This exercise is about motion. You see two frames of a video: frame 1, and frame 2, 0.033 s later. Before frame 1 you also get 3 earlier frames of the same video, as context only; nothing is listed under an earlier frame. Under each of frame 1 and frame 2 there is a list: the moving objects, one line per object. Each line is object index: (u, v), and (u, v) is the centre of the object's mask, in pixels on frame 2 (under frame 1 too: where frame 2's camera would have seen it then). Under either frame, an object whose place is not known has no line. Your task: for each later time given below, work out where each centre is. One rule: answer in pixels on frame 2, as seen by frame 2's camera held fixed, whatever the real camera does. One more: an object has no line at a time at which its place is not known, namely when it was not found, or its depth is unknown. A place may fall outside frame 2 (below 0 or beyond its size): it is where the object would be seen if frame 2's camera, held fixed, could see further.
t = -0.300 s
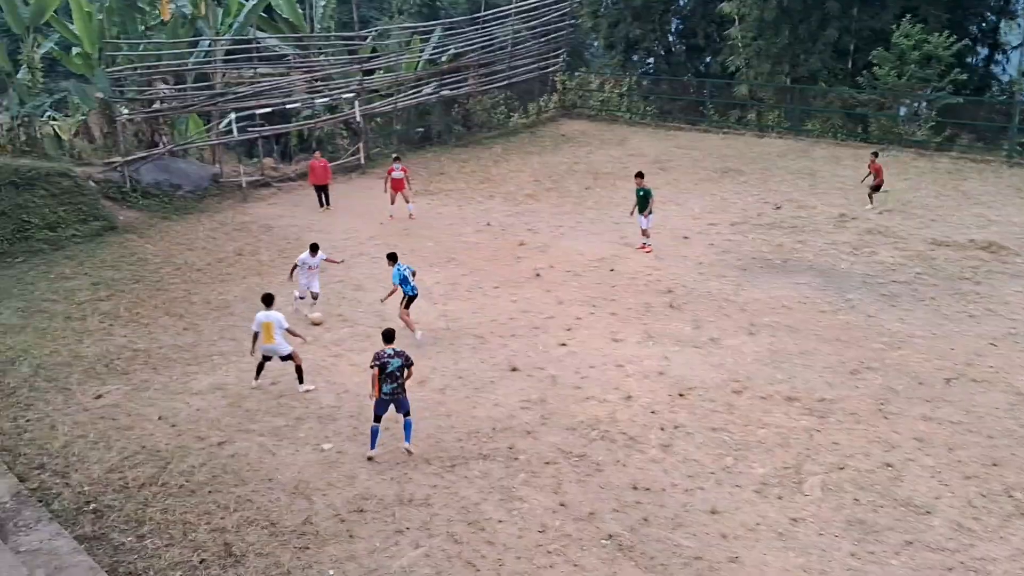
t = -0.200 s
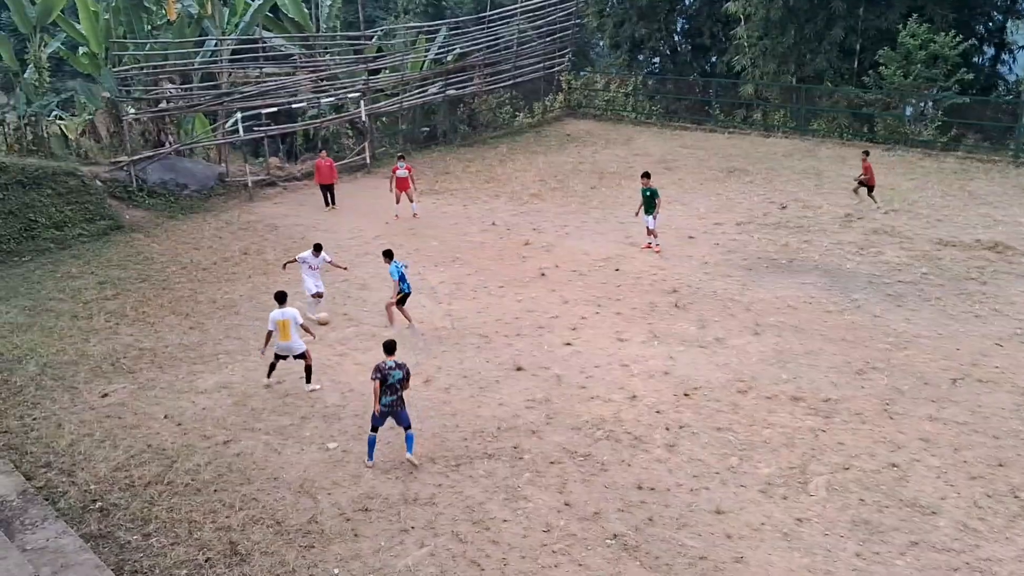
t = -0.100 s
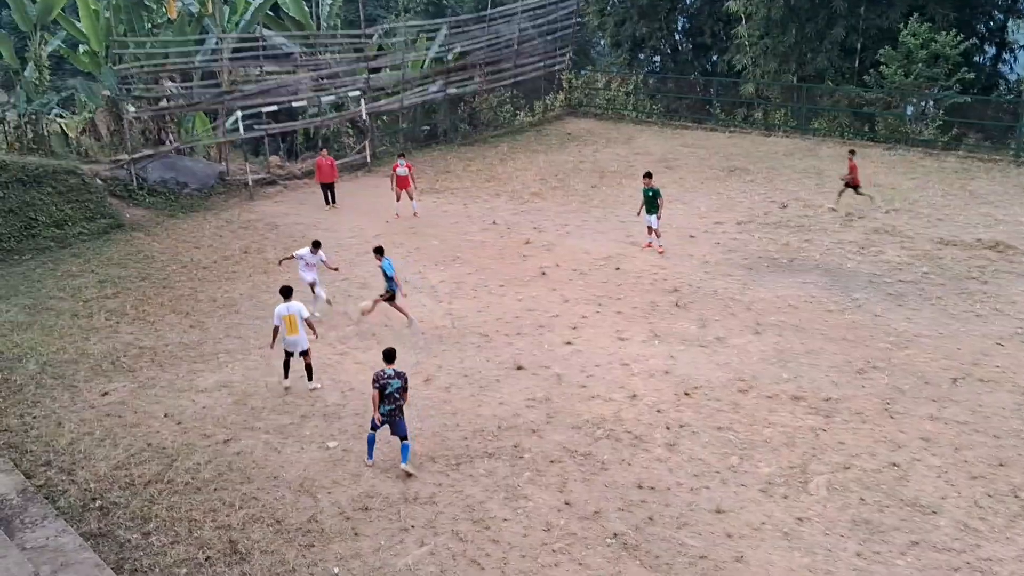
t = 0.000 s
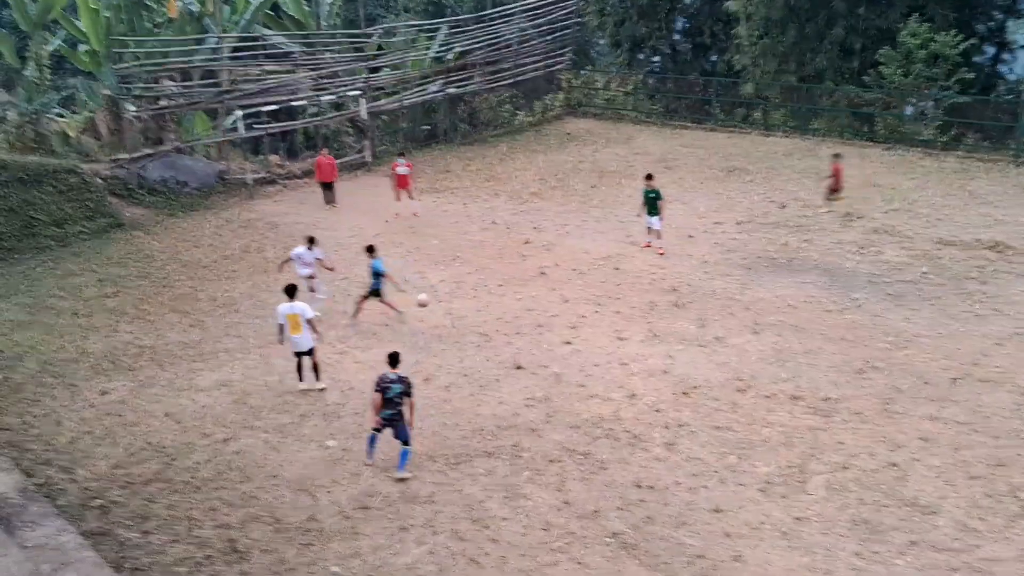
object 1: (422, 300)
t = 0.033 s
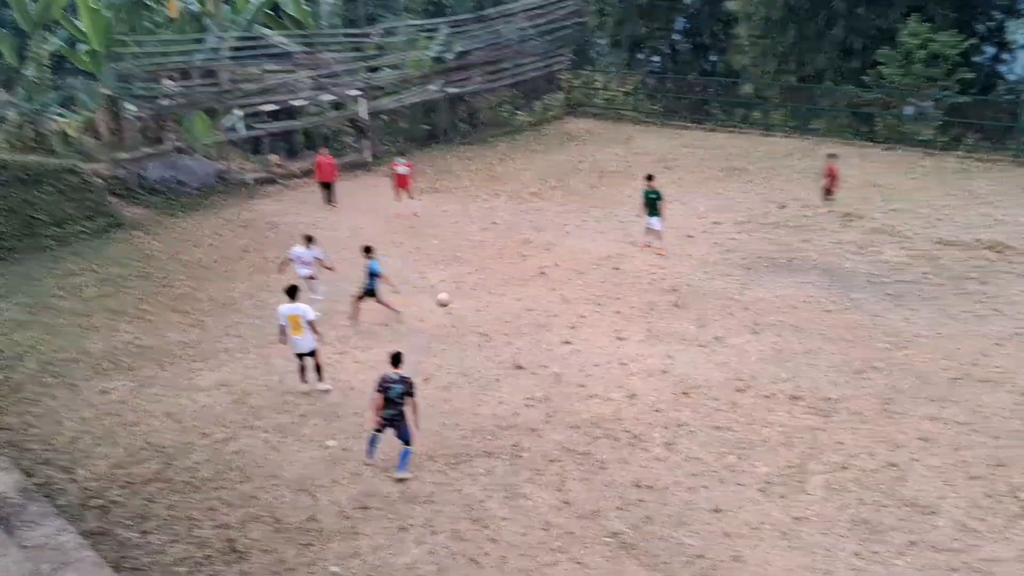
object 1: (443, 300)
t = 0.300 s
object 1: (651, 331)
